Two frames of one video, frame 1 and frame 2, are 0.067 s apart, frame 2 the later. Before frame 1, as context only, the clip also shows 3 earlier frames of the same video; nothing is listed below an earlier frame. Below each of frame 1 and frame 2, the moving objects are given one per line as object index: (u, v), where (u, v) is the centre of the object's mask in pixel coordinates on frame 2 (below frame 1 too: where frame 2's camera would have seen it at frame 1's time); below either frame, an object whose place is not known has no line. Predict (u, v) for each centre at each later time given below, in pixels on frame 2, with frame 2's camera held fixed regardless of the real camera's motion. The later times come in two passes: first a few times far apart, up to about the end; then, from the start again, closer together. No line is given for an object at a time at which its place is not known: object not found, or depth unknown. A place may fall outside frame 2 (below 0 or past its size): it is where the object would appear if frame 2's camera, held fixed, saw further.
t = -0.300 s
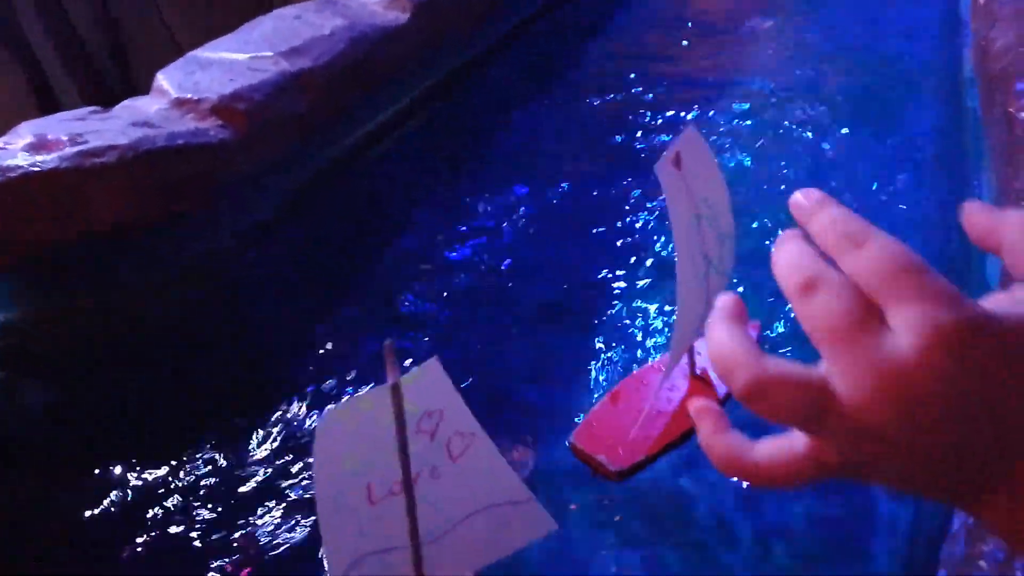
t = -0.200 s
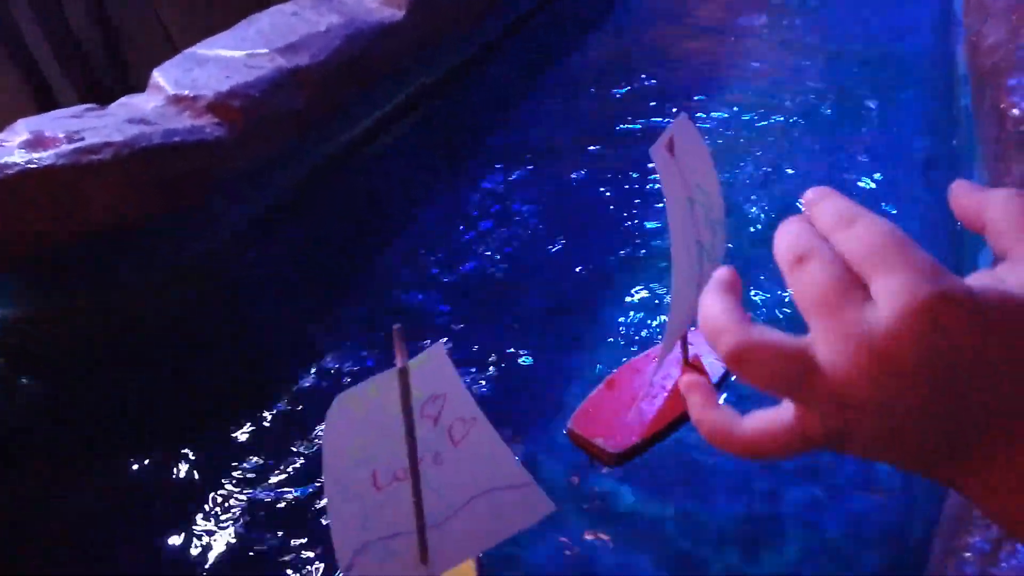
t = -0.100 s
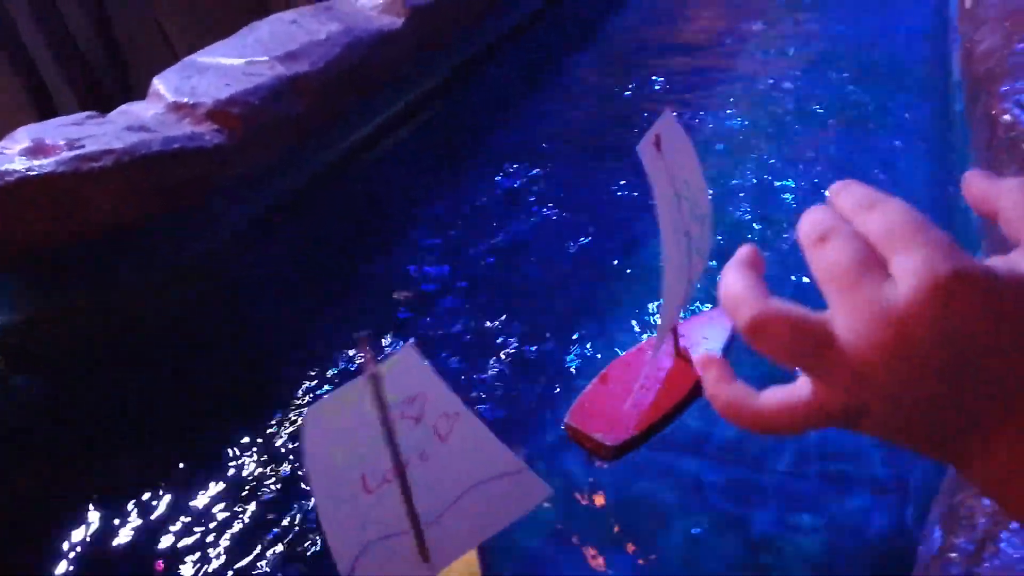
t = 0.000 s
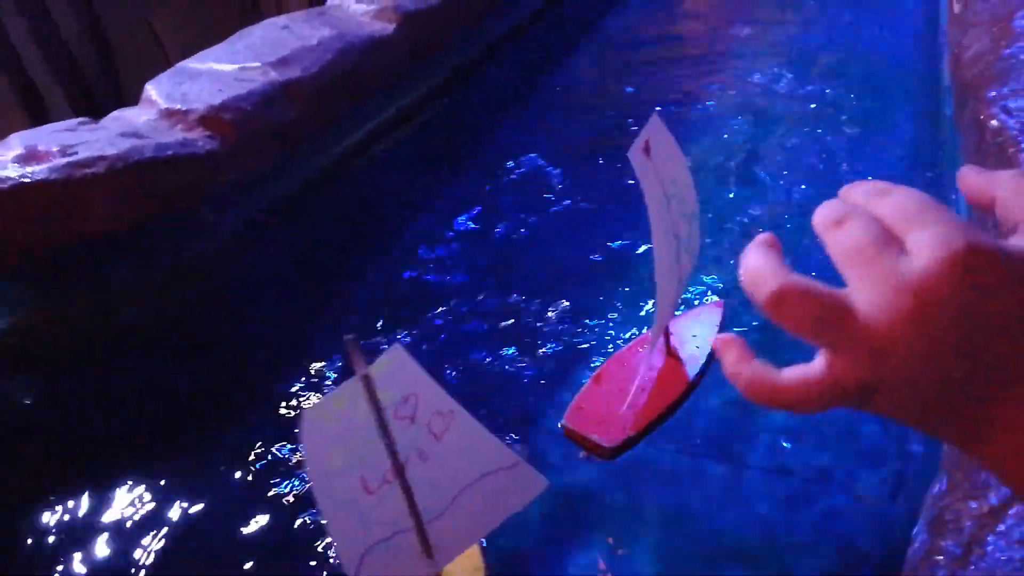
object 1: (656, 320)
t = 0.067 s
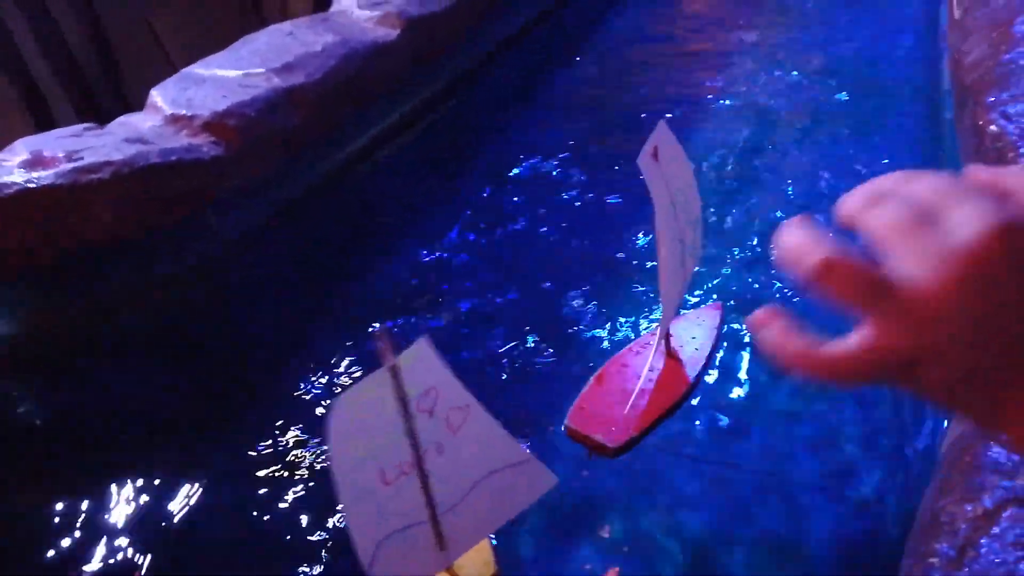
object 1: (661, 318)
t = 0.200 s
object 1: (656, 309)
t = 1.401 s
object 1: (663, 163)
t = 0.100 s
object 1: (660, 318)
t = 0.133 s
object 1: (660, 316)
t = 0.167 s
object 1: (659, 312)
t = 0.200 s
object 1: (656, 309)
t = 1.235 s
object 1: (642, 193)
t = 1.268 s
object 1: (647, 187)
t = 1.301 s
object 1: (651, 182)
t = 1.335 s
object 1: (656, 177)
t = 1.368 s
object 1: (659, 170)
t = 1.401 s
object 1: (663, 163)
